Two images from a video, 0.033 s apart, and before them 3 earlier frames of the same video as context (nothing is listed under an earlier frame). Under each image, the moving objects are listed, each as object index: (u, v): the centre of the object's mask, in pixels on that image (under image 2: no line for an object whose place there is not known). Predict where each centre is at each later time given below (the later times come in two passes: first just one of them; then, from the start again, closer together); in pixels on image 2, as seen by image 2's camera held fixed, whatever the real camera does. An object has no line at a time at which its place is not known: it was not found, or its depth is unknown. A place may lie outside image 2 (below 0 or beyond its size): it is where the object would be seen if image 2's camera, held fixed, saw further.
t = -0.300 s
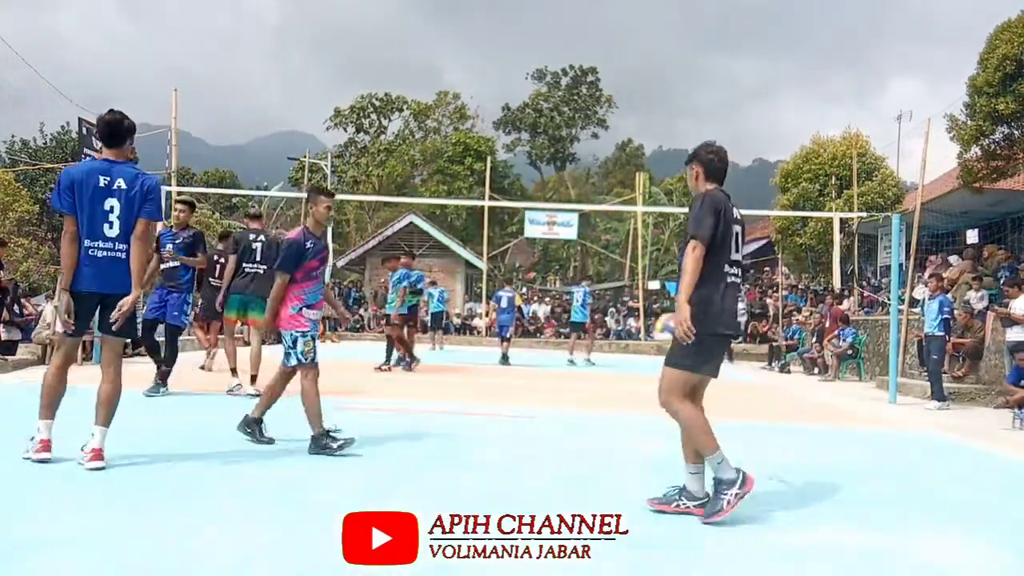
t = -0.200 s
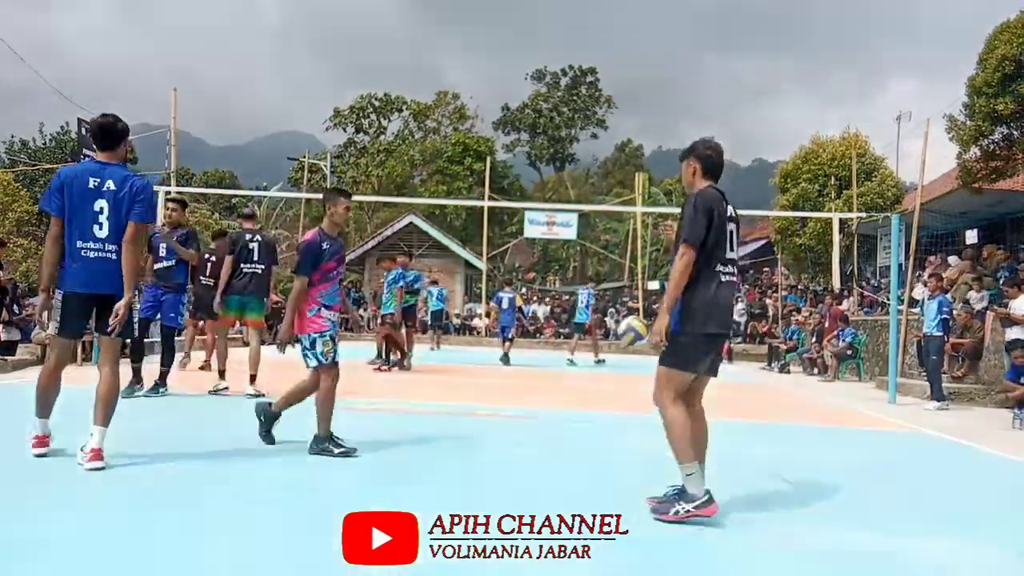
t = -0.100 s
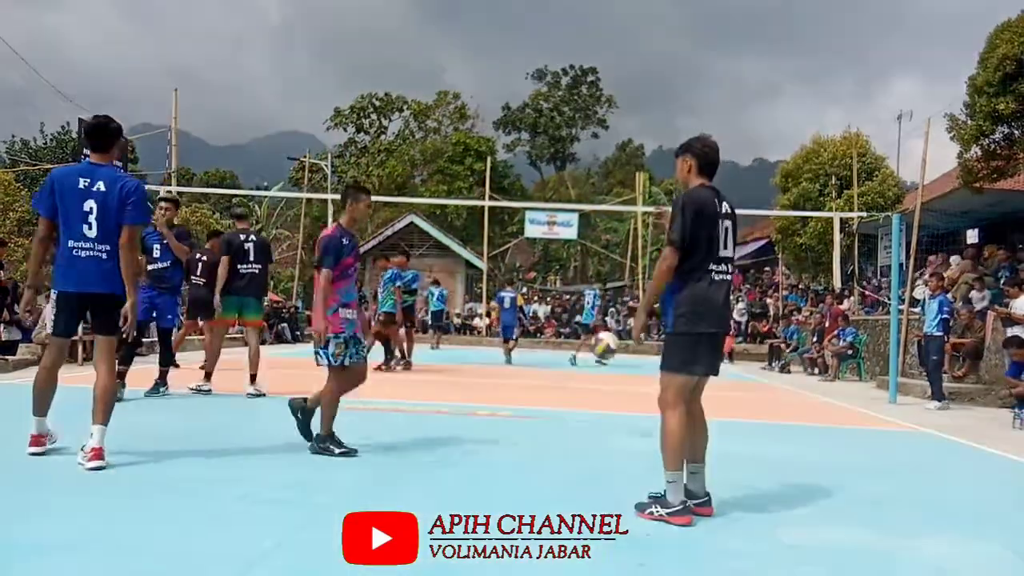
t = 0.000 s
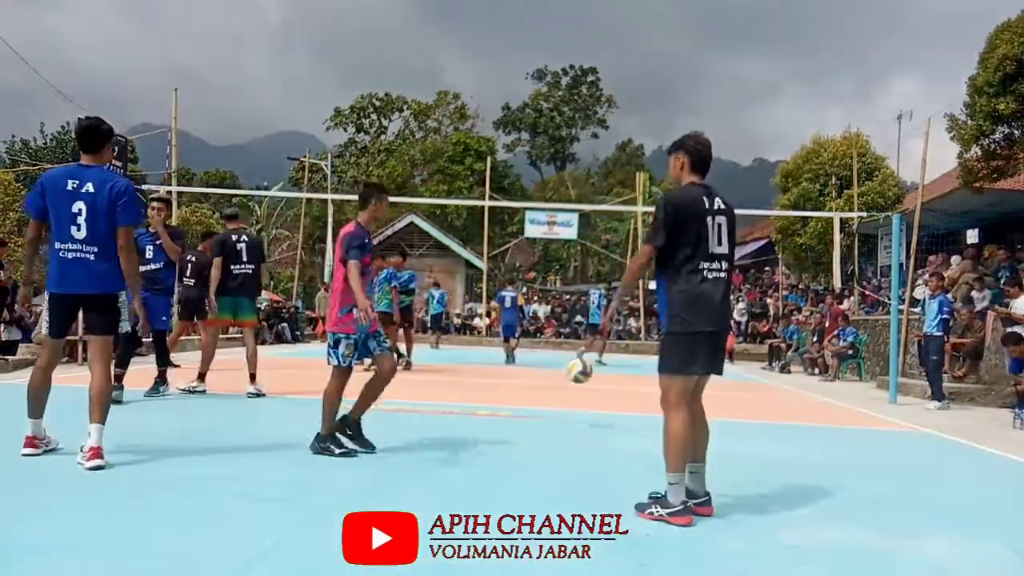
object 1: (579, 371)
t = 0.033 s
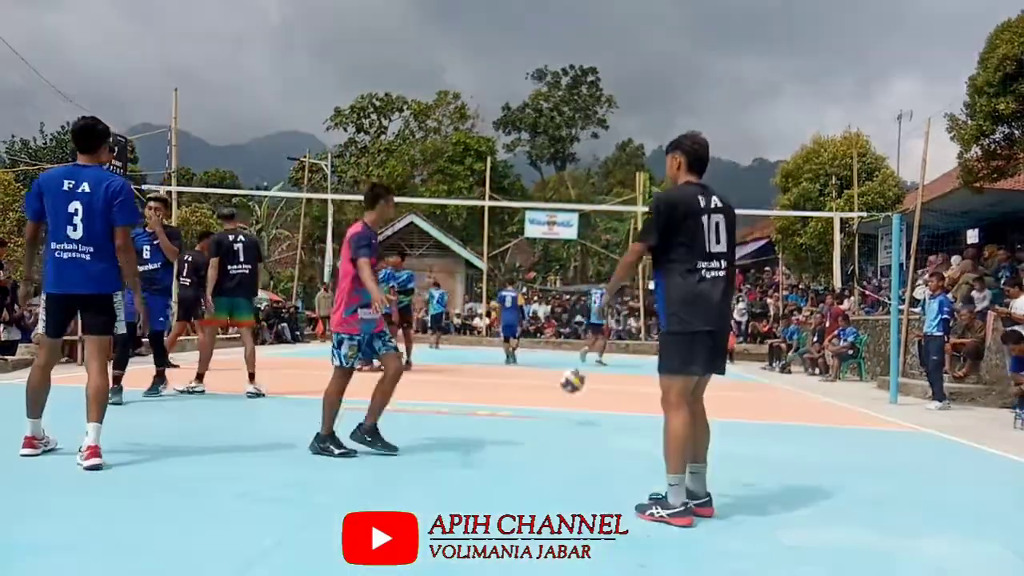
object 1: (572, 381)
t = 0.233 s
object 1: (547, 368)
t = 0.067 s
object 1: (565, 391)
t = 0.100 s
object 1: (558, 405)
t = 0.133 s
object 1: (553, 403)
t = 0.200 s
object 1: (549, 379)
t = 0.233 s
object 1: (547, 368)
